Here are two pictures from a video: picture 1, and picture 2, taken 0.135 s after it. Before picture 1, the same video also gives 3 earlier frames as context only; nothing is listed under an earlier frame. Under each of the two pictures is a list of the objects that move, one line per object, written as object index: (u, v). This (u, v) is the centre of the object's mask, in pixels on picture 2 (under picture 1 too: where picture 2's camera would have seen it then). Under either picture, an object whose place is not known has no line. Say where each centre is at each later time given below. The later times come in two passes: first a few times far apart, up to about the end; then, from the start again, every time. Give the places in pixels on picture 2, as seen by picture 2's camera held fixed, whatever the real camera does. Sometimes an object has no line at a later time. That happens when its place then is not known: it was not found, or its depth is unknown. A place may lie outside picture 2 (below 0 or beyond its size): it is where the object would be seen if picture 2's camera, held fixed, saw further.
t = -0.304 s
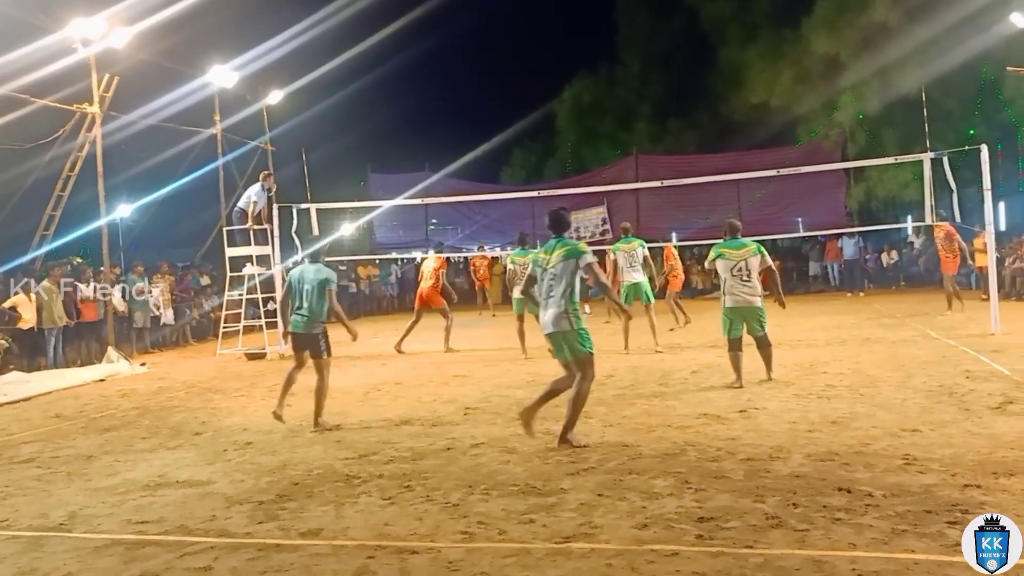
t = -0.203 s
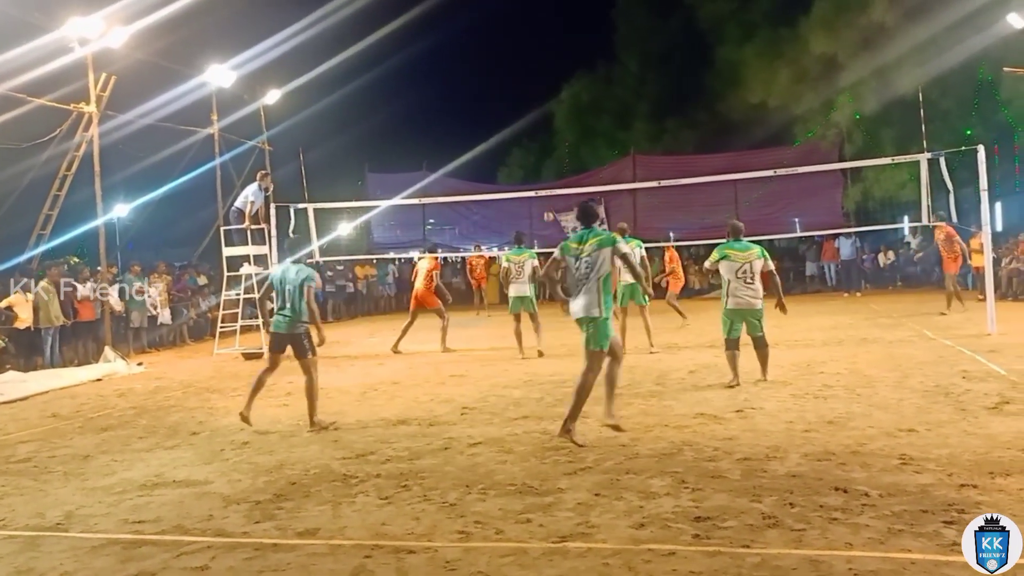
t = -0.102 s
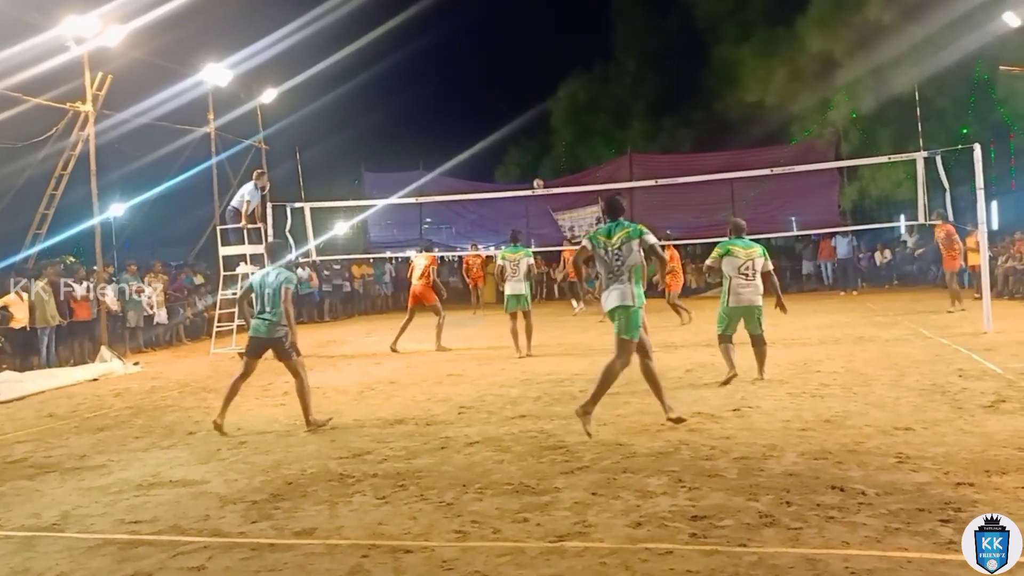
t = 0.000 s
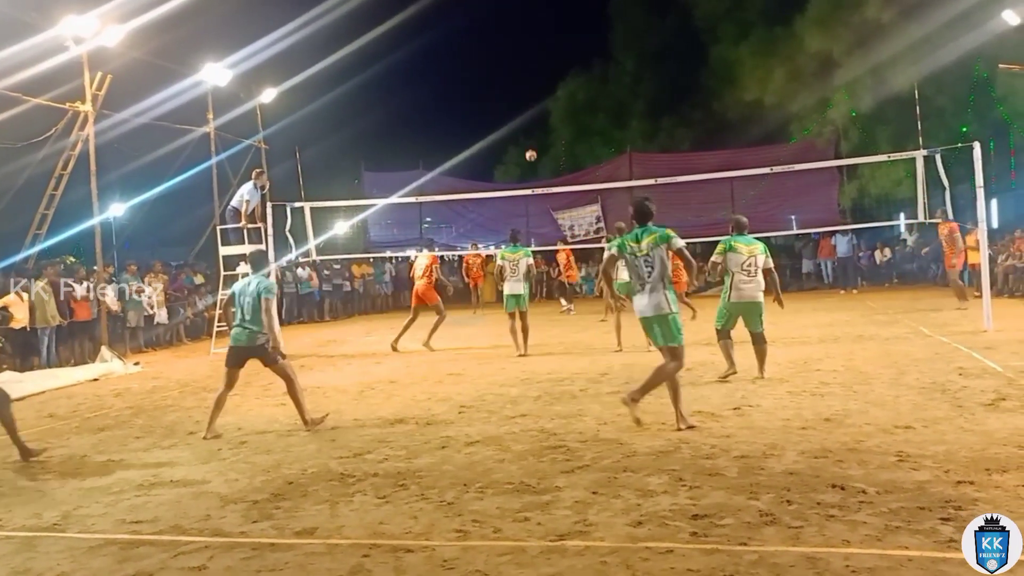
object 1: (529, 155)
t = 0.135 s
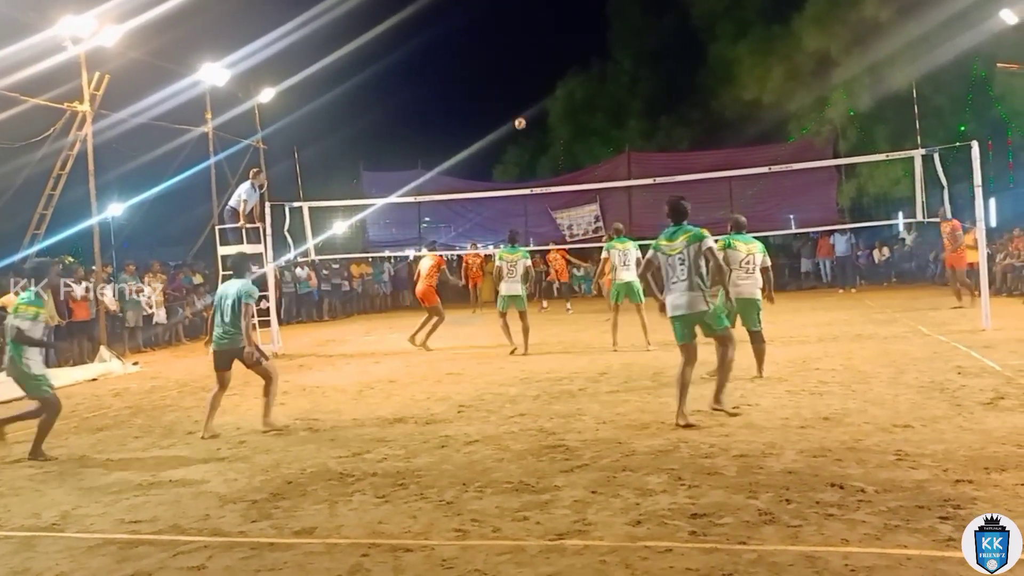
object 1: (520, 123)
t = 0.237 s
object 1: (513, 105)
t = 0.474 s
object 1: (498, 80)
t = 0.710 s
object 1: (483, 84)
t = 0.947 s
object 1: (469, 121)
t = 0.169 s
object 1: (518, 117)
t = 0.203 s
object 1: (516, 110)
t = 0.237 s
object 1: (513, 105)
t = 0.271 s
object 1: (511, 100)
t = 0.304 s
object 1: (509, 95)
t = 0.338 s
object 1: (506, 91)
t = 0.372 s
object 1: (504, 87)
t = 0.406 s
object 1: (502, 84)
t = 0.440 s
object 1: (500, 81)
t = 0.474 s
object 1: (498, 80)
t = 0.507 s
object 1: (496, 78)
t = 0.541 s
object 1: (494, 77)
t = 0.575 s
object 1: (492, 77)
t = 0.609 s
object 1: (490, 78)
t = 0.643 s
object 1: (488, 79)
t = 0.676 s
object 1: (485, 81)
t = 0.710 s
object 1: (483, 84)
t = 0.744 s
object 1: (481, 87)
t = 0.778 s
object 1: (479, 91)
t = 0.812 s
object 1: (477, 95)
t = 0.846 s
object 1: (475, 100)
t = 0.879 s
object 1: (472, 106)
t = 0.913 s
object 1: (471, 113)
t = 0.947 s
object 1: (469, 121)
